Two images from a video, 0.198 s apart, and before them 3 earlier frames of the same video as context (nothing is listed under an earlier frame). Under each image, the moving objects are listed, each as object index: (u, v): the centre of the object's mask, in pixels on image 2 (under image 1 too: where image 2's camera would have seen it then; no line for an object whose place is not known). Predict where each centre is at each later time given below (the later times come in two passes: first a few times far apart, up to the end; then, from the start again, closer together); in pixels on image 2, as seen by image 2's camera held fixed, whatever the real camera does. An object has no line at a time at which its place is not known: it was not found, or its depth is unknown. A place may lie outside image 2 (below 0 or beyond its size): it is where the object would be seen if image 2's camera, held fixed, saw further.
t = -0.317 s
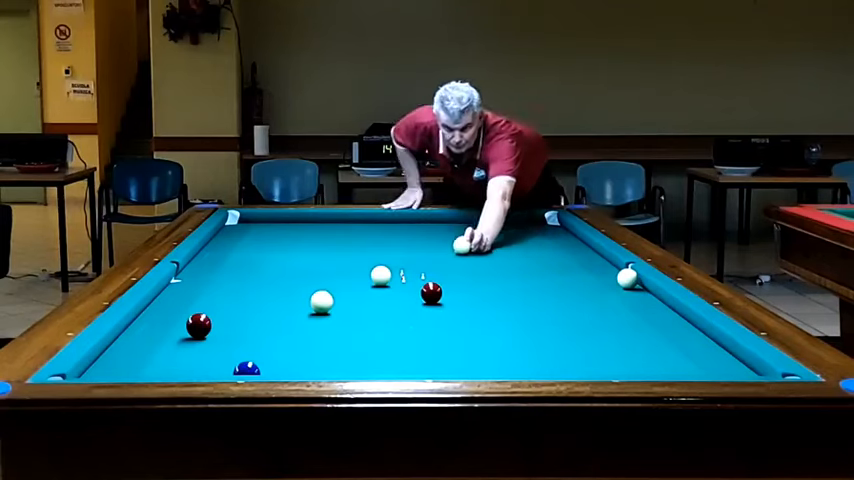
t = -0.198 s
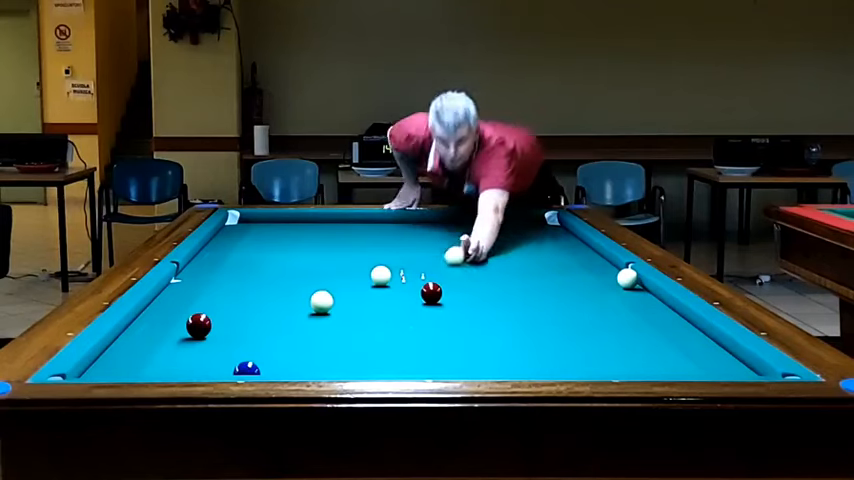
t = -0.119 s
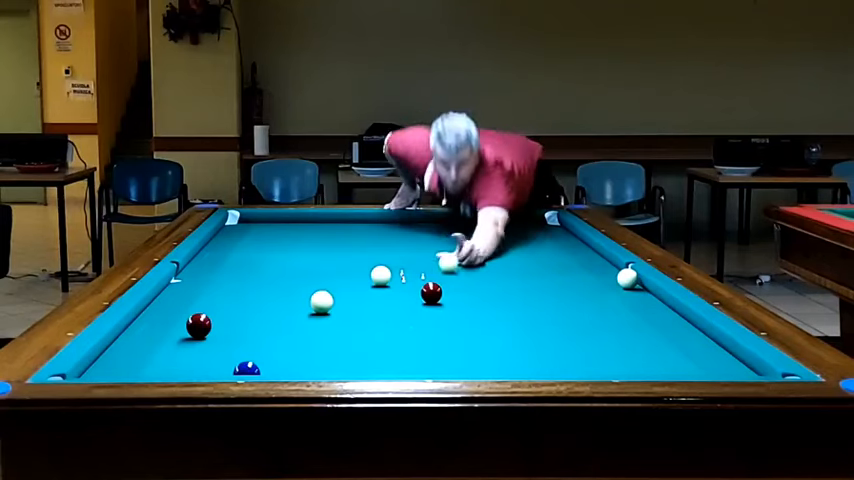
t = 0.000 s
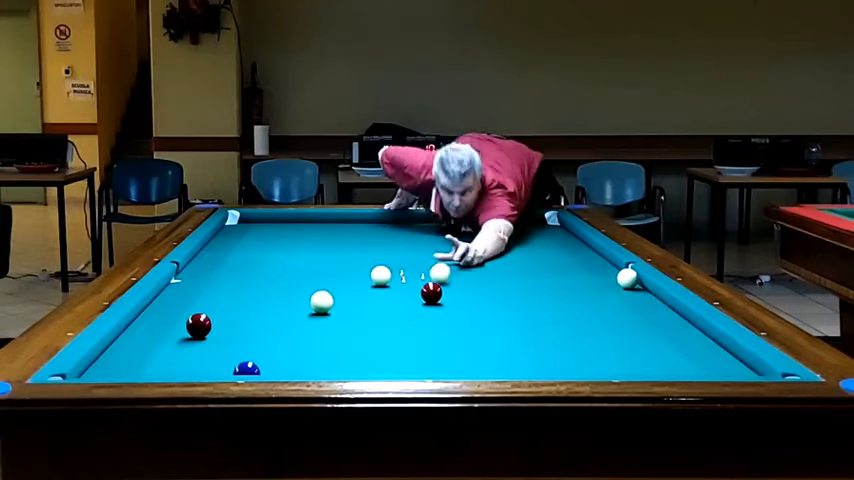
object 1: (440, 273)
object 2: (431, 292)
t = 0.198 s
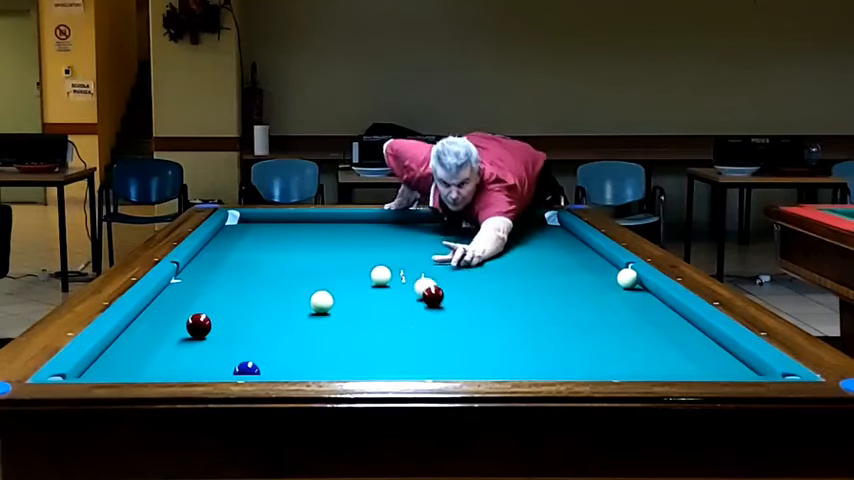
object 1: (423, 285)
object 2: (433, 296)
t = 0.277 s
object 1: (416, 289)
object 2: (436, 303)
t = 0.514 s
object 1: (392, 295)
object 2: (447, 323)
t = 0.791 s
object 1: (362, 302)
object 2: (461, 348)
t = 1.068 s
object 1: (331, 311)
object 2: (477, 369)
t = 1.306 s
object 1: (303, 318)
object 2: (476, 365)
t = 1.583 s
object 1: (269, 326)
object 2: (472, 353)
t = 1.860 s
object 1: (235, 336)
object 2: (469, 338)
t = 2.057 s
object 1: (208, 343)
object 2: (467, 329)
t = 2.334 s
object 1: (170, 353)
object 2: (465, 317)
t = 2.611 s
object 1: (131, 362)
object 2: (463, 306)
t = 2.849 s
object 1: (96, 368)
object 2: (461, 298)
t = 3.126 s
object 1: (98, 372)
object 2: (460, 290)
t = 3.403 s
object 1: (112, 373)
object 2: (459, 282)
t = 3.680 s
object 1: (131, 371)
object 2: (457, 275)
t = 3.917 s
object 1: (145, 369)
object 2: (457, 270)
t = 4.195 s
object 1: (160, 367)
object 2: (457, 264)
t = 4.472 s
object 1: (173, 365)
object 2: (457, 259)
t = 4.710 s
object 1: (184, 363)
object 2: (457, 254)
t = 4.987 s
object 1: (195, 362)
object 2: (457, 250)
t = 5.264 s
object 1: (204, 360)
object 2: (458, 246)
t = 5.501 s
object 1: (211, 356)
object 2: (459, 242)
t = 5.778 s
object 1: (218, 355)
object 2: (459, 239)
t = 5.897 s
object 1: (222, 355)
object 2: (460, 238)
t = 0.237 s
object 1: (420, 287)
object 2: (435, 299)
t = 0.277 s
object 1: (416, 289)
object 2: (436, 303)
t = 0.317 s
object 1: (412, 290)
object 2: (438, 306)
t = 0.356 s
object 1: (408, 290)
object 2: (440, 310)
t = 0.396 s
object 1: (404, 292)
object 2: (442, 313)
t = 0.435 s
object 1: (400, 293)
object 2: (444, 316)
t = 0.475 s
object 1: (396, 294)
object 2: (445, 320)
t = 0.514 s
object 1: (392, 295)
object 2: (447, 323)
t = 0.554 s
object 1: (387, 295)
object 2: (449, 326)
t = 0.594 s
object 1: (383, 297)
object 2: (451, 329)
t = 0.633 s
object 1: (379, 298)
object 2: (453, 333)
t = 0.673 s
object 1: (375, 299)
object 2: (454, 336)
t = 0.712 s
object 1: (370, 300)
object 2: (456, 340)
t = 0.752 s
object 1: (366, 301)
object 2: (458, 344)
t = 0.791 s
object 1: (362, 302)
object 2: (461, 348)
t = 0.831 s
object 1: (357, 304)
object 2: (463, 352)
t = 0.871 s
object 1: (353, 305)
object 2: (465, 356)
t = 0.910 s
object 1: (349, 306)
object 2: (467, 359)
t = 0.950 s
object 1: (345, 307)
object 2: (469, 362)
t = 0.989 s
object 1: (340, 308)
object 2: (472, 364)
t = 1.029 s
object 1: (336, 310)
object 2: (474, 366)
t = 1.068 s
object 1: (331, 311)
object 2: (477, 369)
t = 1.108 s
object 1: (326, 312)
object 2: (479, 371)
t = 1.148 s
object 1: (322, 313)
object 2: (480, 371)
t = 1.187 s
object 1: (317, 313)
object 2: (478, 369)
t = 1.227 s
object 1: (312, 314)
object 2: (478, 368)
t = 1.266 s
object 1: (307, 316)
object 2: (477, 366)
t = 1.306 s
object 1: (303, 318)
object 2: (476, 365)
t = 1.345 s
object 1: (299, 318)
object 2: (476, 364)
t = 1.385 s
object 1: (294, 319)
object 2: (475, 362)
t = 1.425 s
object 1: (289, 321)
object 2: (474, 361)
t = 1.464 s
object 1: (284, 322)
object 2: (474, 359)
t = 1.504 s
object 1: (279, 324)
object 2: (473, 357)
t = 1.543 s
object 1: (274, 325)
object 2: (473, 355)
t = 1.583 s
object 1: (269, 326)
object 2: (472, 353)
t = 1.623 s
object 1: (264, 327)
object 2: (472, 351)
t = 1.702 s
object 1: (255, 330)
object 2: (471, 346)
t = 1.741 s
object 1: (249, 332)
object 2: (470, 344)
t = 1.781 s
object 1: (244, 333)
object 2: (470, 342)
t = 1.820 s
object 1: (239, 334)
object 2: (470, 340)
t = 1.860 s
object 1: (235, 336)
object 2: (469, 338)
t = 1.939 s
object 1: (224, 339)
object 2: (468, 334)
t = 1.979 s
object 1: (219, 340)
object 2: (468, 332)
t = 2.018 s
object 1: (214, 341)
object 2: (468, 331)
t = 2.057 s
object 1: (208, 343)
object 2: (467, 329)
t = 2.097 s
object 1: (203, 344)
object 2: (467, 327)
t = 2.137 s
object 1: (198, 346)
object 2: (466, 325)
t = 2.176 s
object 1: (192, 348)
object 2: (466, 324)
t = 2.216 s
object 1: (186, 349)
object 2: (466, 322)
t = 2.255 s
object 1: (181, 350)
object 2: (465, 320)
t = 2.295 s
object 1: (176, 351)
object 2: (465, 318)
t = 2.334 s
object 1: (170, 353)
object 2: (465, 317)
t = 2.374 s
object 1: (164, 354)
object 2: (465, 316)
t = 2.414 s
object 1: (159, 356)
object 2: (464, 314)
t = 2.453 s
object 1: (153, 357)
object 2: (464, 312)
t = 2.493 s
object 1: (148, 359)
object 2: (464, 311)
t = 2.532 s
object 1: (142, 360)
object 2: (463, 309)
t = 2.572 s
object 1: (136, 361)
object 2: (463, 308)
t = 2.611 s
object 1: (131, 362)
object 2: (463, 306)
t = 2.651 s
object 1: (125, 363)
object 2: (463, 305)
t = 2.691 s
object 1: (119, 364)
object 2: (462, 303)
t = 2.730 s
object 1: (114, 365)
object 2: (462, 302)
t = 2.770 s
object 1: (108, 366)
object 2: (462, 301)
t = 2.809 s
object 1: (102, 367)
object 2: (462, 300)
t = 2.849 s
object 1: (96, 368)
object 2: (461, 298)
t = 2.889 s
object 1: (92, 369)
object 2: (461, 297)
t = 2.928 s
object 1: (93, 369)
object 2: (461, 296)
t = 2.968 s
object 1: (94, 370)
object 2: (461, 295)
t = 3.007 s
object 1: (95, 371)
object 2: (460, 293)
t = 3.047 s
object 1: (96, 371)
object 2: (460, 292)
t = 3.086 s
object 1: (97, 372)
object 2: (460, 291)
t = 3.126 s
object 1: (98, 372)
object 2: (460, 290)
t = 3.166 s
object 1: (99, 373)
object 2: (460, 289)
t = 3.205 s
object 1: (100, 374)
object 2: (459, 287)
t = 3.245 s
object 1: (102, 374)
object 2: (459, 286)
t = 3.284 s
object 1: (104, 374)
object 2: (459, 285)
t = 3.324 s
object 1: (107, 374)
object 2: (459, 284)
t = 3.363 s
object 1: (110, 374)
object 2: (459, 283)
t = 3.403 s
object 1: (112, 373)
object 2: (459, 282)
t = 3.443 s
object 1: (115, 373)
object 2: (458, 281)
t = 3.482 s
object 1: (118, 373)
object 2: (458, 280)
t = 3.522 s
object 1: (121, 372)
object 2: (458, 279)
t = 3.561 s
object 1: (123, 372)
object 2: (458, 278)
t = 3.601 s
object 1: (126, 371)
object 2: (458, 277)
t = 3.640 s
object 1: (128, 371)
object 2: (458, 276)
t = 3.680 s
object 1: (131, 371)
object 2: (457, 275)
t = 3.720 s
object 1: (133, 371)
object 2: (457, 274)
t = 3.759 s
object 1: (136, 370)
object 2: (457, 273)
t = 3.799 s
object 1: (138, 370)
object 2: (457, 272)
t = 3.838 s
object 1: (140, 370)
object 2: (457, 271)
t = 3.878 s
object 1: (143, 369)
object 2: (457, 271)
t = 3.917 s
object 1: (145, 369)
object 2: (457, 270)
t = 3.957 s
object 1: (147, 369)
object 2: (457, 269)
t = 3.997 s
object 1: (149, 368)
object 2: (457, 268)
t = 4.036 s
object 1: (152, 368)
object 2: (457, 267)
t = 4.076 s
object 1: (153, 368)
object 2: (457, 266)
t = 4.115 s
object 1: (156, 368)
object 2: (457, 265)
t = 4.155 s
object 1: (158, 367)
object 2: (457, 265)
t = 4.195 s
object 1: (160, 367)
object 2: (457, 264)
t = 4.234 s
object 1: (162, 366)
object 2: (457, 263)
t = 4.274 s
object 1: (164, 366)
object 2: (457, 262)
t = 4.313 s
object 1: (166, 366)
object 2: (457, 261)
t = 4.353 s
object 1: (168, 365)
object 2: (457, 261)
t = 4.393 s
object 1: (170, 365)
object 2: (457, 260)
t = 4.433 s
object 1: (171, 365)
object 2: (457, 259)
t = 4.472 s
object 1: (173, 365)
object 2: (457, 259)
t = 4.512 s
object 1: (175, 365)
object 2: (457, 258)
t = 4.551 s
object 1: (177, 364)
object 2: (457, 257)
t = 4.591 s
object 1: (179, 364)
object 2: (457, 256)
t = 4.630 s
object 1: (180, 364)
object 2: (457, 256)
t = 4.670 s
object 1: (182, 364)
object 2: (457, 255)
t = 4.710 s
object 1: (184, 363)
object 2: (457, 254)
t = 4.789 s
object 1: (187, 363)
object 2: (457, 253)
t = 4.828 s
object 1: (189, 362)
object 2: (457, 252)
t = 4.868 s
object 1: (191, 362)
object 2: (457, 252)
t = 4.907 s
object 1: (192, 362)
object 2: (457, 251)
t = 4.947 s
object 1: (194, 362)
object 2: (457, 250)
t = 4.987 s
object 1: (195, 362)
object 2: (457, 250)
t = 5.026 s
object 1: (197, 361)
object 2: (457, 249)
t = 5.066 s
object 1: (198, 361)
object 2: (457, 249)
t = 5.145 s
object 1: (201, 361)
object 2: (458, 248)
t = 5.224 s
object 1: (203, 360)
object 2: (458, 246)
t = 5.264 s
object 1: (204, 360)
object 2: (458, 246)
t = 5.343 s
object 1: (206, 359)
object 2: (458, 245)
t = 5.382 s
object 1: (208, 358)
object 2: (459, 244)
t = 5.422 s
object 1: (209, 358)
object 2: (459, 244)
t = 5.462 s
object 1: (210, 357)
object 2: (459, 243)
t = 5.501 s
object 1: (211, 356)
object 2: (459, 242)
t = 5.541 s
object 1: (212, 356)
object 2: (459, 241)
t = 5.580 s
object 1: (213, 355)
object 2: (459, 241)
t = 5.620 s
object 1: (214, 355)
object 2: (459, 240)
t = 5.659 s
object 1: (215, 355)
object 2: (459, 240)
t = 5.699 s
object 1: (216, 355)
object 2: (459, 240)
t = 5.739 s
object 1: (217, 355)
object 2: (459, 239)
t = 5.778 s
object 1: (218, 355)
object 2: (459, 239)
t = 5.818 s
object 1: (219, 355)
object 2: (459, 239)
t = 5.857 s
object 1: (221, 356)
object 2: (459, 238)
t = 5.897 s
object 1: (222, 355)
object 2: (460, 238)
